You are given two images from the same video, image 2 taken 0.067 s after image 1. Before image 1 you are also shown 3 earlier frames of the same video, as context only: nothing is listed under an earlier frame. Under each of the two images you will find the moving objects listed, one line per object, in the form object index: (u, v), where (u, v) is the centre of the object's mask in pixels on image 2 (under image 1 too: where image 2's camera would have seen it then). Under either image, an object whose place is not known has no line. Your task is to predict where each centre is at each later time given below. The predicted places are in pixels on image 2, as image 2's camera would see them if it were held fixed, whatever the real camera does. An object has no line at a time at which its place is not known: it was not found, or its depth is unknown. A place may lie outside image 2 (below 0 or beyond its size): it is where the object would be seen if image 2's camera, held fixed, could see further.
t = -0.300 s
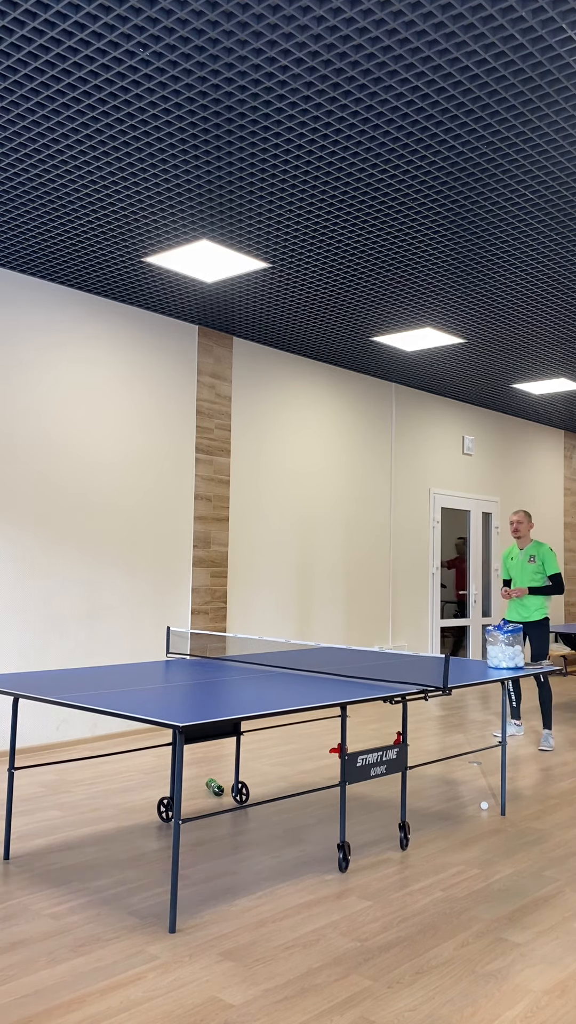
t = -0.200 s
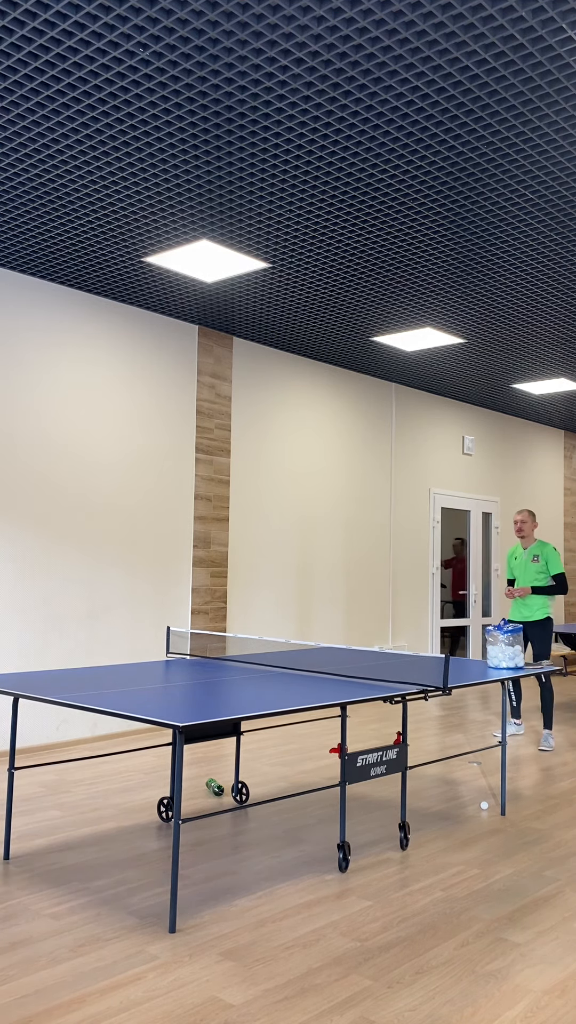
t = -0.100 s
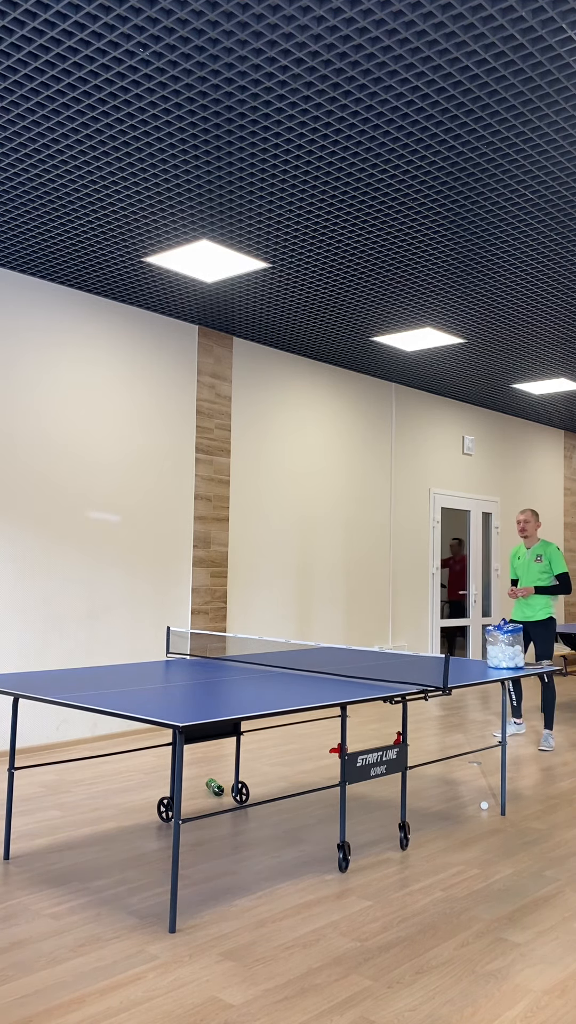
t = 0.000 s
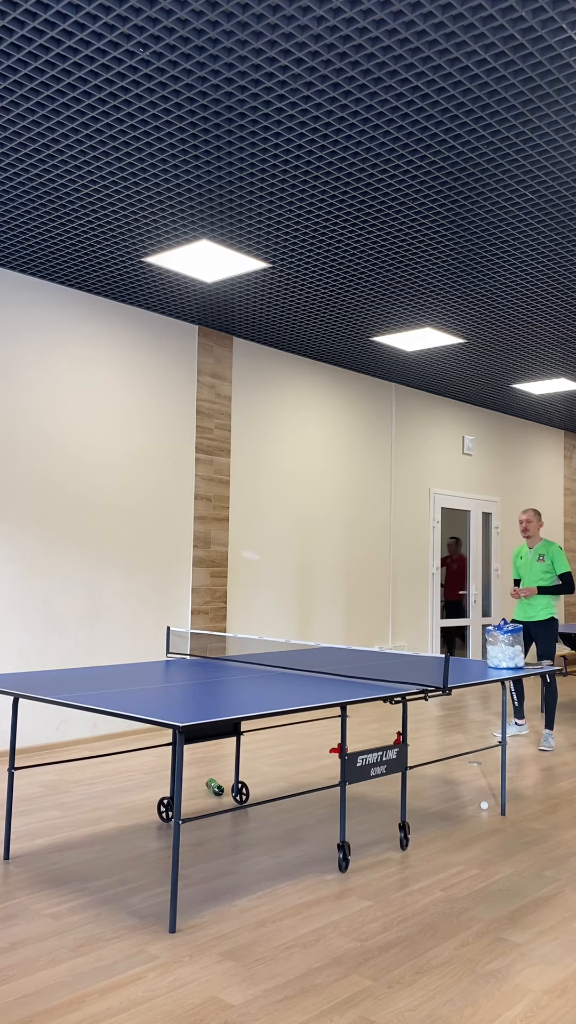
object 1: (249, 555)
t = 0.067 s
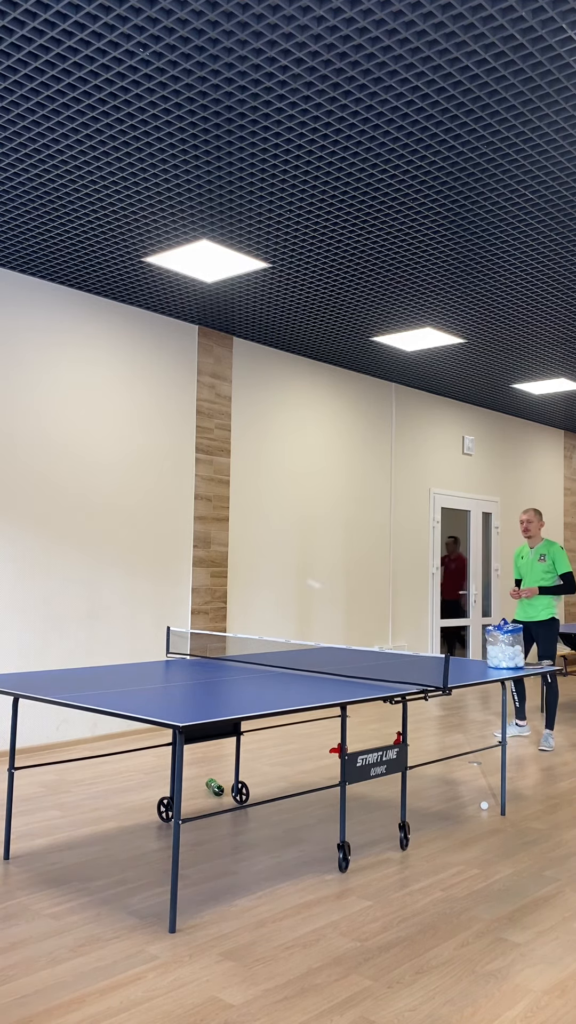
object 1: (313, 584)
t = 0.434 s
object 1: (489, 687)
